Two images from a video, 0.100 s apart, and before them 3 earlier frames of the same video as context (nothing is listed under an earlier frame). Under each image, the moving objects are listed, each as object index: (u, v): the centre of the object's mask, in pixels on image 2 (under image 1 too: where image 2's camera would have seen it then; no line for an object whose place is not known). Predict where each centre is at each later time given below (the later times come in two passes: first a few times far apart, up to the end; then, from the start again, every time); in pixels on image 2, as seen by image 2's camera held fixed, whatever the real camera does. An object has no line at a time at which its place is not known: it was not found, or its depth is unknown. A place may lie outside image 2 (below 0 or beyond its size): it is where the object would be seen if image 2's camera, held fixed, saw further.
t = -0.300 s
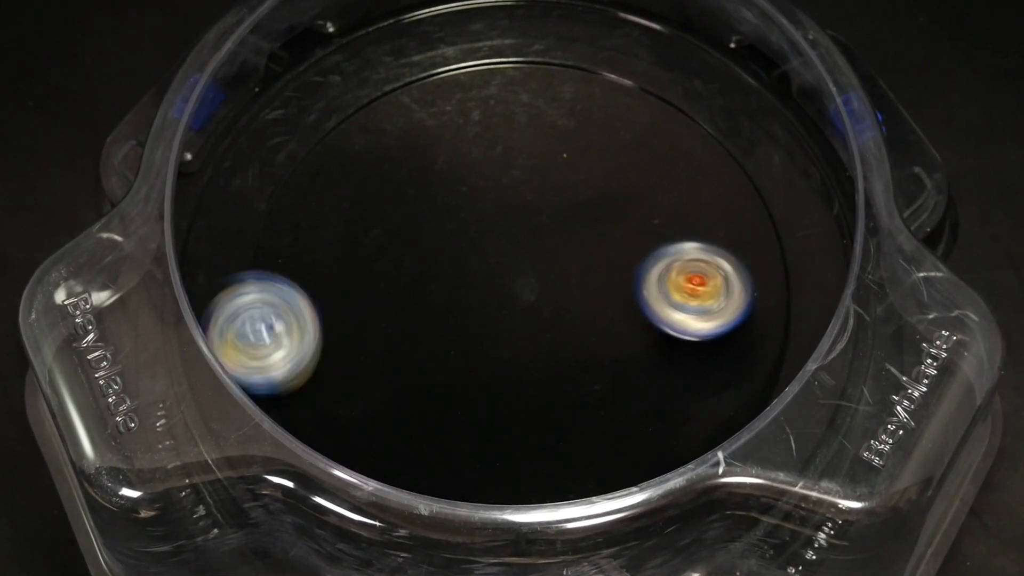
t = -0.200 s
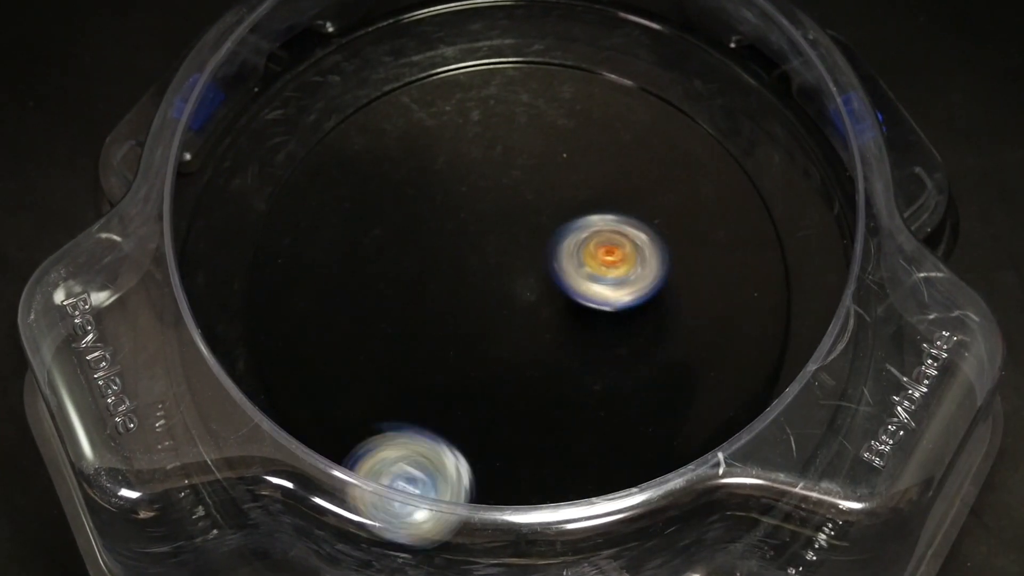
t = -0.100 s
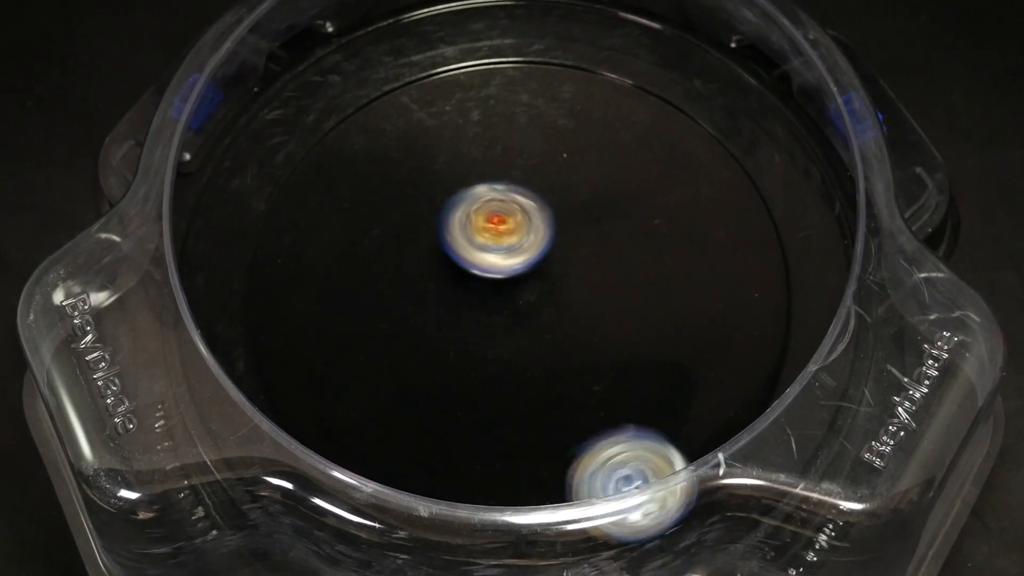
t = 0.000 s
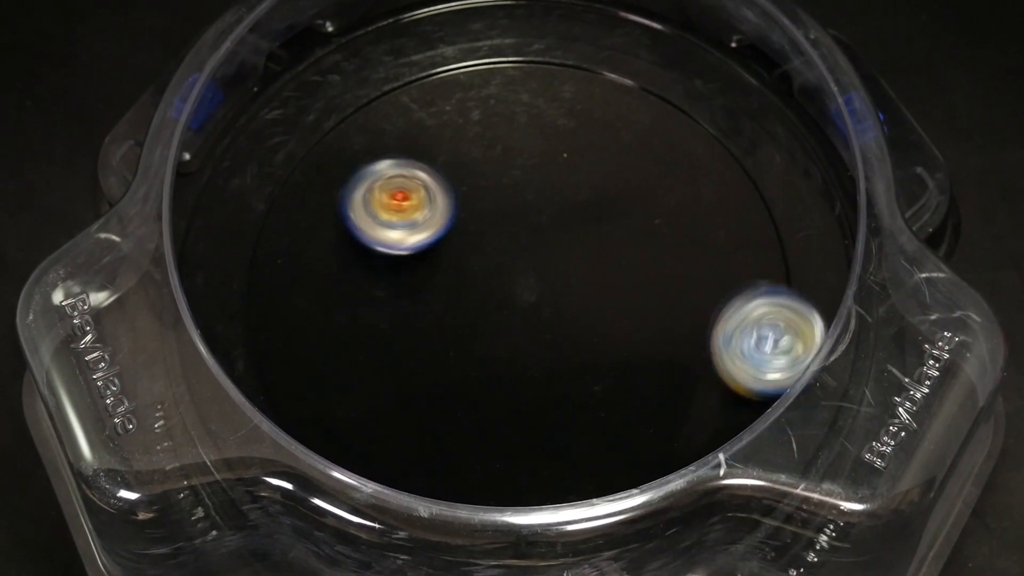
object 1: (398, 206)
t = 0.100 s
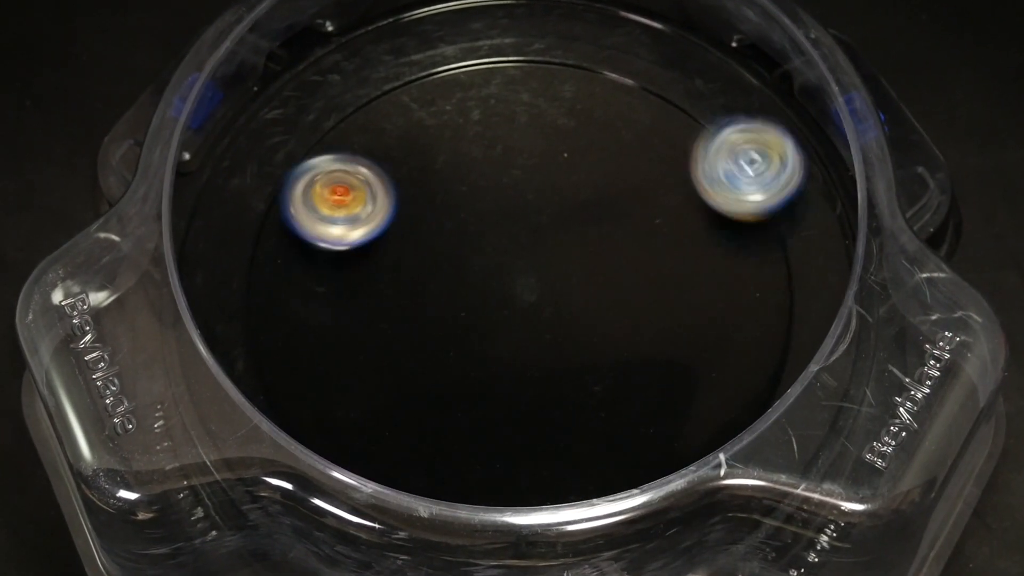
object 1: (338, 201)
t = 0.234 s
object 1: (329, 231)
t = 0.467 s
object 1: (490, 329)
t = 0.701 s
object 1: (664, 302)
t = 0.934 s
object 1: (624, 185)
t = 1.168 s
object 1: (435, 174)
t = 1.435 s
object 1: (591, 402)
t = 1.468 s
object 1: (698, 399)
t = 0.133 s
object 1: (328, 205)
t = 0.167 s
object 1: (323, 211)
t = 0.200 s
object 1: (324, 220)
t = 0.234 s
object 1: (329, 231)
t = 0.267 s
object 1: (340, 244)
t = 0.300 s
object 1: (356, 258)
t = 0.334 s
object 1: (376, 274)
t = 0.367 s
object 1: (401, 290)
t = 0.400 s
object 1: (428, 305)
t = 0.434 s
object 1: (458, 318)
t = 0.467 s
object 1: (490, 329)
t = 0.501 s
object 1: (521, 336)
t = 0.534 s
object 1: (552, 339)
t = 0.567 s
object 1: (581, 339)
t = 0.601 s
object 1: (608, 334)
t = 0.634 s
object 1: (631, 327)
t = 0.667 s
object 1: (650, 316)
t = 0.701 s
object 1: (664, 302)
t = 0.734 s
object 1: (672, 286)
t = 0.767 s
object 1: (676, 268)
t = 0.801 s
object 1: (676, 252)
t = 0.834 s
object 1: (670, 233)
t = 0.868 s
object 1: (659, 215)
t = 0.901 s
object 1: (642, 199)
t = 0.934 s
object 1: (624, 185)
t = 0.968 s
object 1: (601, 173)
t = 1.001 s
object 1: (575, 162)
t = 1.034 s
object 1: (548, 156)
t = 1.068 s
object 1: (518, 153)
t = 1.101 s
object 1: (488, 153)
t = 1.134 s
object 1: (461, 159)
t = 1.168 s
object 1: (435, 174)
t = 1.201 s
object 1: (417, 202)
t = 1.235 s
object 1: (404, 235)
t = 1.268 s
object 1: (396, 268)
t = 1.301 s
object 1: (394, 301)
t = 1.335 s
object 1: (397, 332)
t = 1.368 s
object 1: (407, 361)
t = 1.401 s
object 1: (479, 386)
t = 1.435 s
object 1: (591, 402)
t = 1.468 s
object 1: (698, 399)
